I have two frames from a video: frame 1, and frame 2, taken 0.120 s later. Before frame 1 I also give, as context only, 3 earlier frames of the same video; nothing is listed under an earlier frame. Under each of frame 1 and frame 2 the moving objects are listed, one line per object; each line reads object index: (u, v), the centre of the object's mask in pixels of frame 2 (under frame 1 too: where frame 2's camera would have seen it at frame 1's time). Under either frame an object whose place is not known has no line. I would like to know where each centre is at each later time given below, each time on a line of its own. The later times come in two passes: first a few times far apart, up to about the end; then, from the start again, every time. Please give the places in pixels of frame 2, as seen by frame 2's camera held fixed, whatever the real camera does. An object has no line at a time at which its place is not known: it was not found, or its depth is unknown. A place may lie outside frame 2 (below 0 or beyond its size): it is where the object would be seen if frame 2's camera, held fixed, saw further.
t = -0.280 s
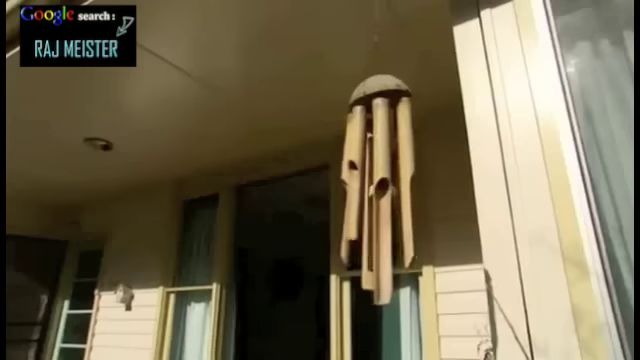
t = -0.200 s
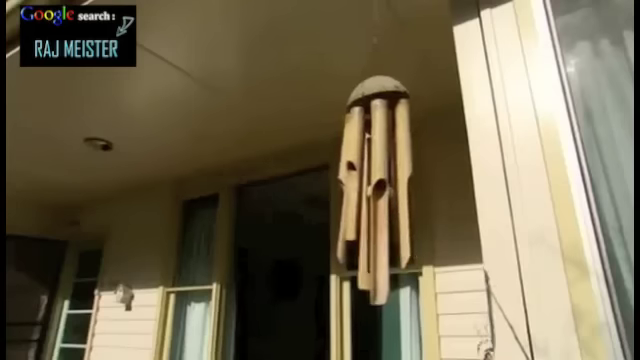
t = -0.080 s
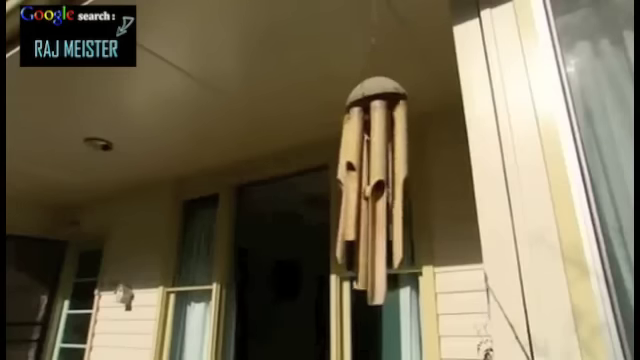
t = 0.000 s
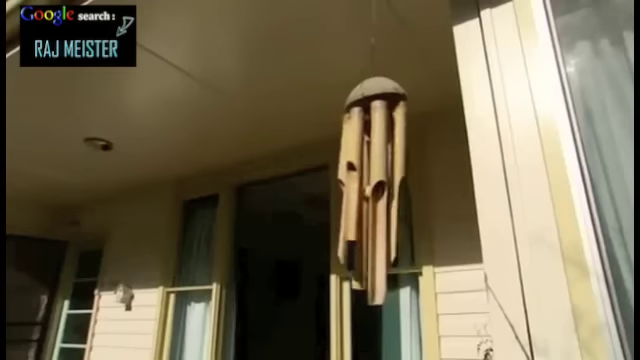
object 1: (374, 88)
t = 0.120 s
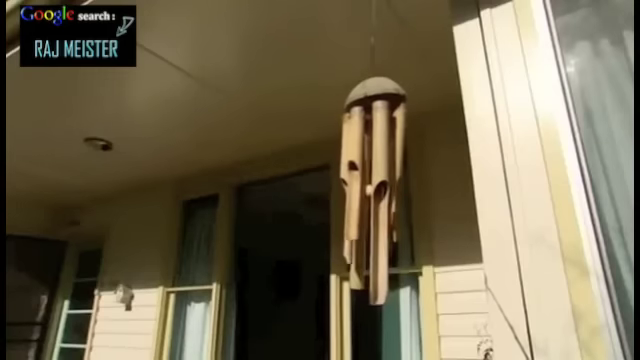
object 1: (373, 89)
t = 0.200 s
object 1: (374, 89)
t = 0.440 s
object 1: (375, 88)
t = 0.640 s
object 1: (374, 87)
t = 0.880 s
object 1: (371, 86)
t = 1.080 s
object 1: (364, 87)
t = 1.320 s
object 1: (356, 87)
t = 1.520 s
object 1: (348, 87)
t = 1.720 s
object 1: (348, 85)
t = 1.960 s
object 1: (355, 84)
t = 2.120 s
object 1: (356, 84)
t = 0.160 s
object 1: (374, 89)
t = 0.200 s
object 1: (374, 89)
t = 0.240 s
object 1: (374, 89)
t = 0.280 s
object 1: (374, 89)
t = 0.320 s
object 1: (375, 88)
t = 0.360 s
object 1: (375, 88)
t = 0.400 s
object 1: (375, 88)
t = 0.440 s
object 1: (375, 88)
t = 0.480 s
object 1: (375, 88)
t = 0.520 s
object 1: (375, 87)
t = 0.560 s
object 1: (375, 87)
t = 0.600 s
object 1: (375, 87)
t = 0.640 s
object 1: (374, 87)
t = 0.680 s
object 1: (374, 87)
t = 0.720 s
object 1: (374, 86)
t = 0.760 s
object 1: (373, 86)
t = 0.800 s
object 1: (373, 86)
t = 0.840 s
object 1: (372, 86)
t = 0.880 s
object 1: (371, 86)
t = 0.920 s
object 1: (370, 86)
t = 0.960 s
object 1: (369, 87)
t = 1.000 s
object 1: (367, 87)
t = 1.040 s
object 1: (366, 87)
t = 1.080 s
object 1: (364, 87)
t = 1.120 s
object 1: (363, 87)
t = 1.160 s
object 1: (361, 87)
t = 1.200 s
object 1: (360, 88)
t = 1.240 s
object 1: (358, 87)
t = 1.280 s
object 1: (357, 87)
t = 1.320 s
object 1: (356, 87)
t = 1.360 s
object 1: (354, 87)
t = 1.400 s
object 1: (353, 87)
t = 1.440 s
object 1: (351, 87)
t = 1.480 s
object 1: (349, 87)
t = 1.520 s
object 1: (348, 87)
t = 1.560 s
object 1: (347, 86)
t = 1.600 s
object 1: (347, 86)
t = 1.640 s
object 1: (346, 86)
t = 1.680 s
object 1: (347, 86)
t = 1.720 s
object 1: (348, 85)
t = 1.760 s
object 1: (350, 85)
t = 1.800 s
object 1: (351, 84)
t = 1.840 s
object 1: (352, 84)
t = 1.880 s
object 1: (354, 84)
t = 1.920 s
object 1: (355, 84)
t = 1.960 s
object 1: (355, 84)
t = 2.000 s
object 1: (356, 84)
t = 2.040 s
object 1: (356, 84)
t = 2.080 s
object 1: (356, 84)
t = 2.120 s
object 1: (356, 84)
